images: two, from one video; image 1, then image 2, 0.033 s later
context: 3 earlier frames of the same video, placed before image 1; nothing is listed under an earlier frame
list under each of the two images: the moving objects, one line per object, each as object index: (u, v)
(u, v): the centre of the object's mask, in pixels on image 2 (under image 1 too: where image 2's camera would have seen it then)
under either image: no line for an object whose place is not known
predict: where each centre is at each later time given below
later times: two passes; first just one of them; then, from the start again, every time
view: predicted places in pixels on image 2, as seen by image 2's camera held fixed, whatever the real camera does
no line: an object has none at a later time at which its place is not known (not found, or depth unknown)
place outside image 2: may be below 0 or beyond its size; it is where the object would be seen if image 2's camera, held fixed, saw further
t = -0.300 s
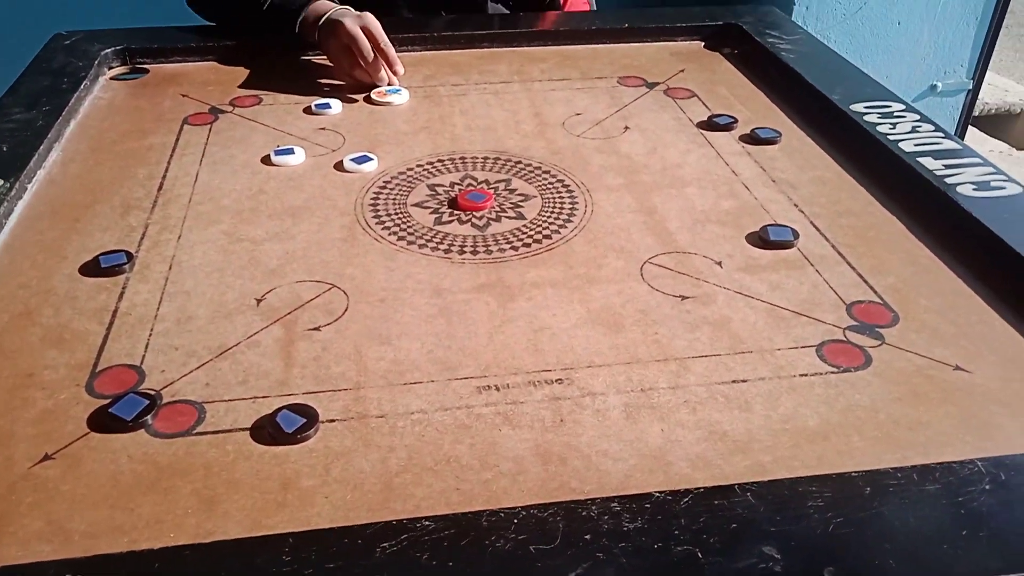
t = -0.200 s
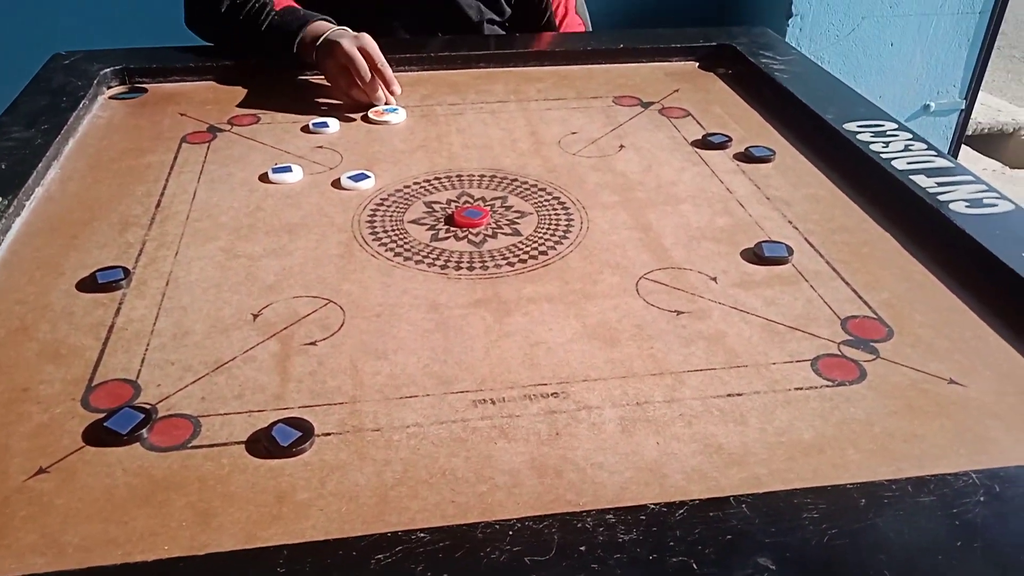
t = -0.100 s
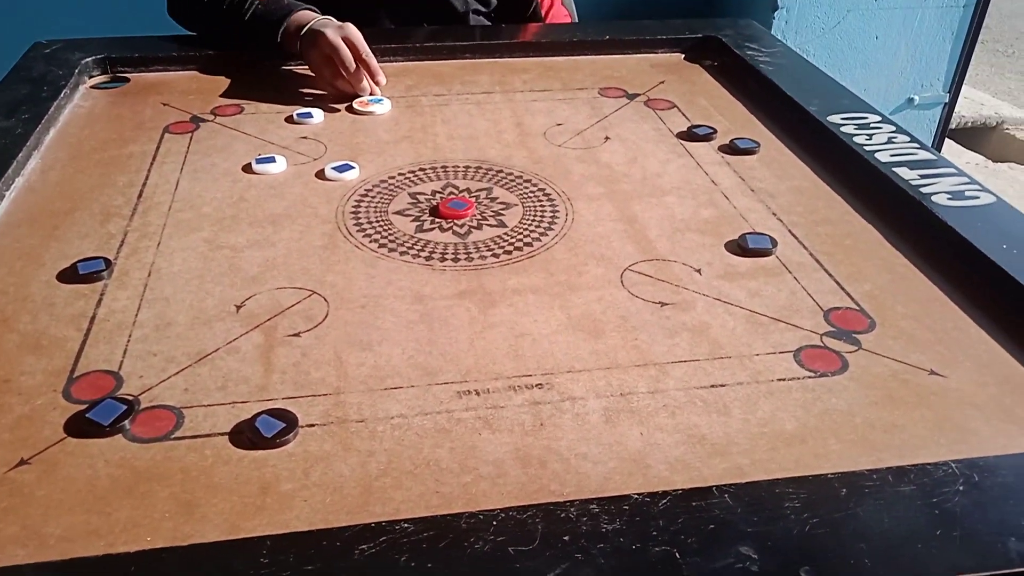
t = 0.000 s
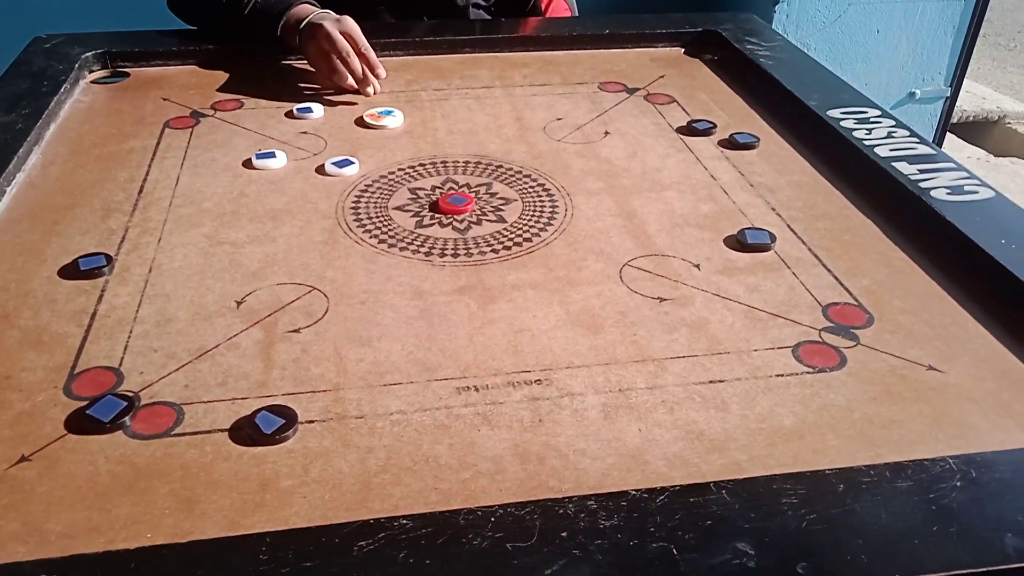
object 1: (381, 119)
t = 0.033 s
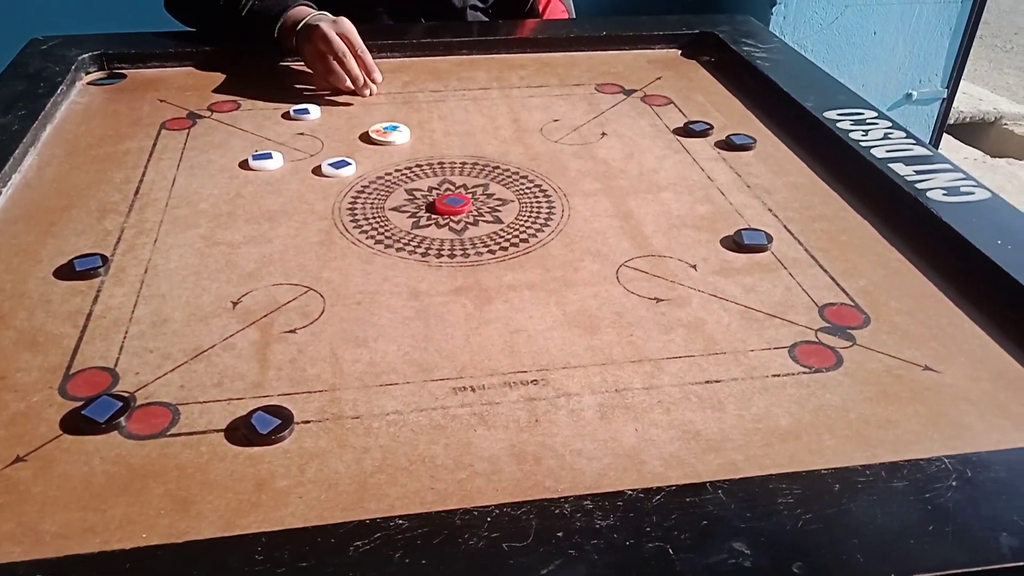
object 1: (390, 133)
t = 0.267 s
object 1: (410, 216)
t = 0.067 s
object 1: (399, 149)
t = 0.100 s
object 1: (409, 165)
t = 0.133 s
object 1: (420, 181)
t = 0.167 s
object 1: (424, 194)
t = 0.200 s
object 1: (419, 202)
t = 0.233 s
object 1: (414, 209)
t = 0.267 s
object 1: (410, 216)
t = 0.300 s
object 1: (405, 223)
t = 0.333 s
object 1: (401, 230)
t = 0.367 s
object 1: (397, 237)
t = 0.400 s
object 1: (393, 244)
